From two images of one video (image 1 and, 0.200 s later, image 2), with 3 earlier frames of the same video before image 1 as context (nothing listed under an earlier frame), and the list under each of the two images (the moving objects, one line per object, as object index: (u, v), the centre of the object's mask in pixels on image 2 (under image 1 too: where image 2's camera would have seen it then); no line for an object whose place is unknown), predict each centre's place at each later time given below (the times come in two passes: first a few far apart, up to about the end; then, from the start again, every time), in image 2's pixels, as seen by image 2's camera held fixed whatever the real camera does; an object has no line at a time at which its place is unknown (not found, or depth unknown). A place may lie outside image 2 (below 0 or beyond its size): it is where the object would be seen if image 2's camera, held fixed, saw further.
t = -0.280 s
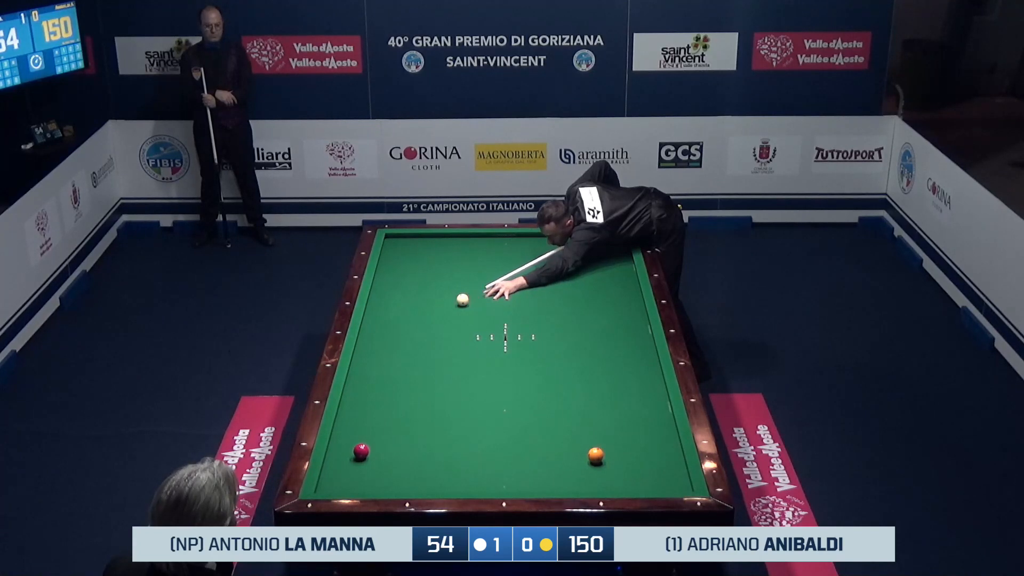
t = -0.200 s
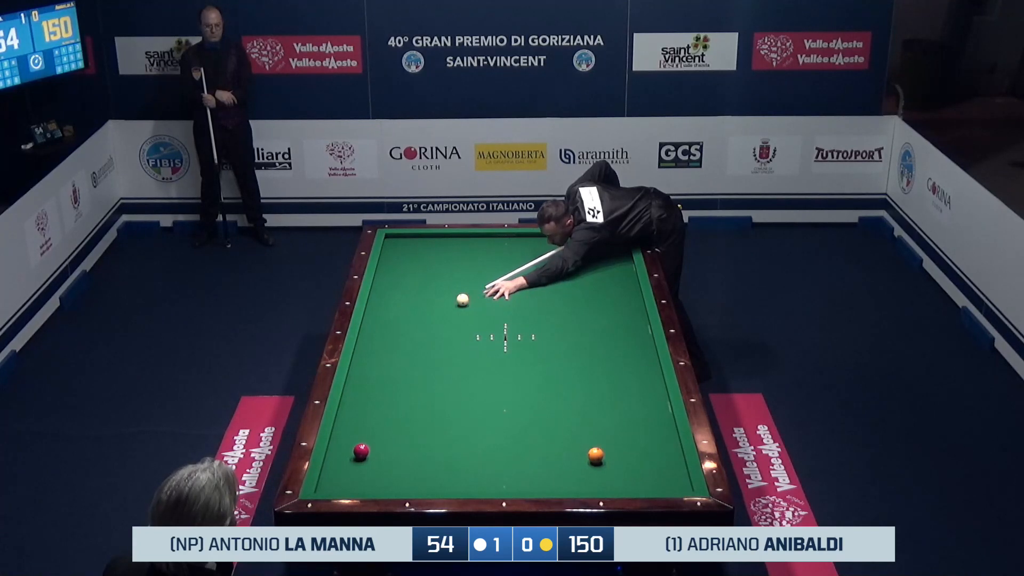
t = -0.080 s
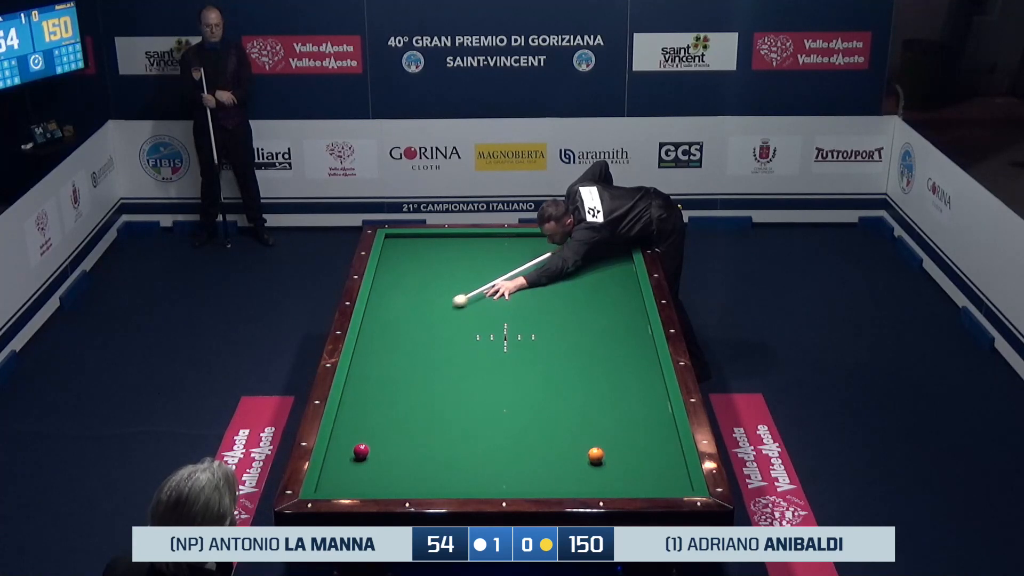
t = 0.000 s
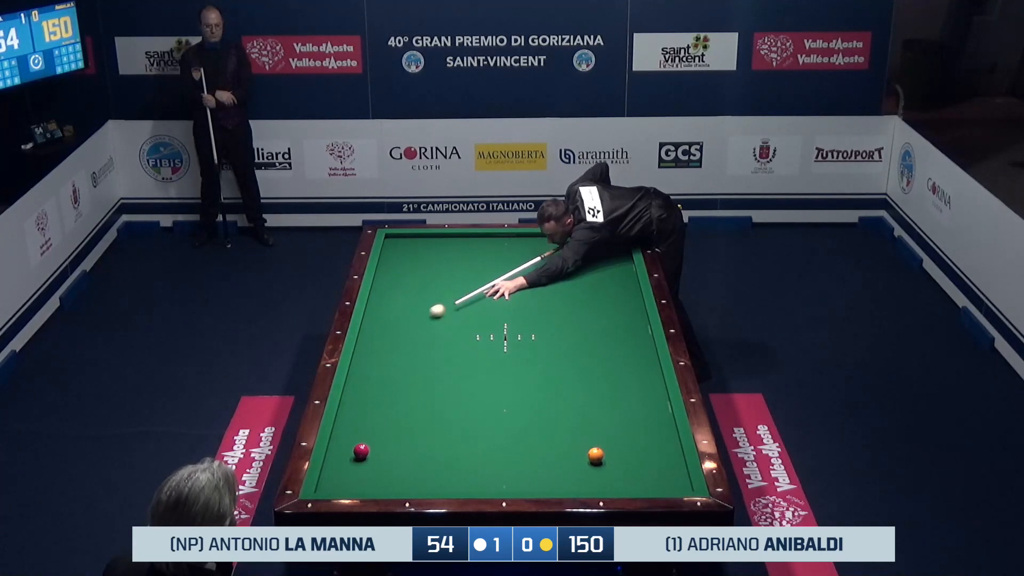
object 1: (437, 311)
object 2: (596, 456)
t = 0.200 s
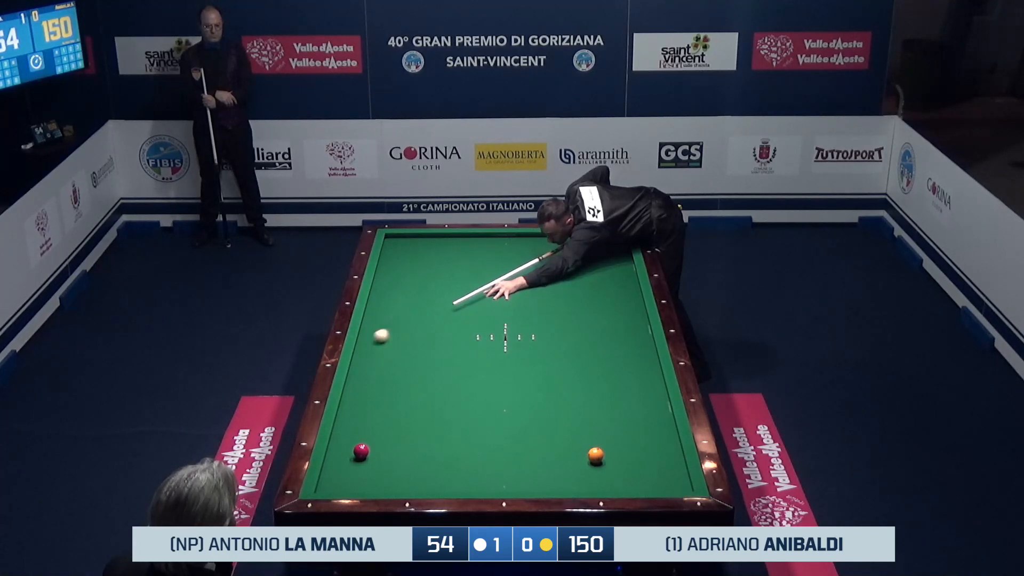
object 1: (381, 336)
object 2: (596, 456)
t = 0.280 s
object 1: (362, 347)
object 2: (596, 456)
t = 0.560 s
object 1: (407, 380)
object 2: (596, 456)
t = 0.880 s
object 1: (454, 424)
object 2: (596, 456)
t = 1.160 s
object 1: (500, 468)
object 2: (596, 456)
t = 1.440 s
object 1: (555, 472)
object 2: (596, 456)
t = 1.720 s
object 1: (580, 453)
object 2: (625, 449)
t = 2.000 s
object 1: (586, 438)
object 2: (665, 441)
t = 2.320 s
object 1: (591, 424)
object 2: (649, 435)
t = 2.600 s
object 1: (595, 412)
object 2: (626, 431)
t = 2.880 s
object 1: (600, 401)
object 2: (604, 426)
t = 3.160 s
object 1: (603, 391)
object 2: (583, 422)
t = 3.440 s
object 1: (607, 381)
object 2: (563, 419)
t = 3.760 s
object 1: (611, 371)
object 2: (542, 415)
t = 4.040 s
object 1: (614, 362)
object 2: (524, 411)
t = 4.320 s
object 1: (617, 354)
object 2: (507, 408)
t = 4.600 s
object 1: (620, 347)
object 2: (491, 405)
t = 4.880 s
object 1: (622, 340)
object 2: (476, 402)
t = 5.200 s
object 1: (625, 333)
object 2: (459, 399)
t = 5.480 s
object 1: (627, 327)
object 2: (446, 396)
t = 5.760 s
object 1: (629, 322)
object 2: (433, 394)
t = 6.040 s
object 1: (631, 317)
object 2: (422, 392)
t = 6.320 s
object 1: (633, 312)
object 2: (410, 389)
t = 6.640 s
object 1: (634, 307)
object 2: (399, 387)
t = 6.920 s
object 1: (636, 303)
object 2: (390, 385)
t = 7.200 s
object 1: (637, 299)
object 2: (381, 383)
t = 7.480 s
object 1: (636, 296)
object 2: (373, 382)
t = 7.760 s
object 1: (634, 292)
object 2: (366, 380)
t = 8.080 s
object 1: (631, 289)
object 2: (358, 379)
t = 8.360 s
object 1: (629, 286)
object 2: (352, 378)
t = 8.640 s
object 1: (627, 283)
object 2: (356, 378)
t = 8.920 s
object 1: (625, 281)
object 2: (358, 377)
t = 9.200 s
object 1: (623, 279)
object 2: (360, 377)
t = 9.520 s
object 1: (621, 277)
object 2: (361, 377)
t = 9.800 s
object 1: (620, 276)
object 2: (362, 377)
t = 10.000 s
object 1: (619, 275)
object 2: (362, 377)
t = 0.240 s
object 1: (370, 341)
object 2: (596, 456)
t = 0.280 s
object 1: (362, 347)
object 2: (596, 456)
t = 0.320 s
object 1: (370, 351)
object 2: (596, 456)
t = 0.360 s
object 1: (377, 356)
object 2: (596, 456)
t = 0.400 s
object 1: (384, 361)
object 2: (596, 456)
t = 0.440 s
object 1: (391, 366)
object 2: (596, 456)
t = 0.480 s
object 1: (396, 370)
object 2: (596, 456)
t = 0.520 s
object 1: (402, 375)
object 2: (596, 456)
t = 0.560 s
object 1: (407, 380)
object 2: (596, 456)
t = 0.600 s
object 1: (413, 386)
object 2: (596, 456)
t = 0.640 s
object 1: (418, 391)
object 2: (596, 456)
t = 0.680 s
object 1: (424, 396)
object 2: (596, 456)
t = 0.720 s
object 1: (430, 402)
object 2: (596, 456)
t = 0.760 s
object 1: (436, 407)
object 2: (596, 456)
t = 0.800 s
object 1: (442, 413)
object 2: (596, 456)
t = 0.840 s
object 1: (448, 418)
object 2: (596, 456)
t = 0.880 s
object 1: (454, 424)
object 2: (596, 456)
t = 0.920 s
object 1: (460, 430)
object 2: (596, 456)
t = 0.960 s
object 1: (466, 436)
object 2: (596, 456)
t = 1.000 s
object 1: (473, 442)
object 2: (596, 456)
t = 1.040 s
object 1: (479, 448)
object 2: (596, 456)
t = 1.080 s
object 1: (486, 455)
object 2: (596, 456)
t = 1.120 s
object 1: (492, 461)
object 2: (596, 456)
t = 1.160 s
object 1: (500, 468)
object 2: (596, 456)
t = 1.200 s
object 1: (507, 475)
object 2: (596, 456)
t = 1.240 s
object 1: (514, 482)
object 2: (596, 456)
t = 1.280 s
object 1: (521, 485)
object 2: (596, 456)
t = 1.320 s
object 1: (530, 485)
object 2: (596, 456)
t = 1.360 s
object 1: (538, 482)
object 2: (596, 456)
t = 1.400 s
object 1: (547, 477)
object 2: (596, 456)
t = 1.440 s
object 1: (555, 472)
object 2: (596, 456)
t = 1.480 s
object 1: (563, 468)
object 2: (596, 456)
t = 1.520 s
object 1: (571, 464)
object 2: (596, 456)
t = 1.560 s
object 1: (579, 461)
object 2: (596, 456)
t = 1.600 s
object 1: (581, 459)
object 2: (602, 454)
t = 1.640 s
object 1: (580, 457)
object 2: (610, 453)
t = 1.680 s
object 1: (580, 455)
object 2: (618, 451)
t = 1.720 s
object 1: (580, 453)
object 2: (625, 449)
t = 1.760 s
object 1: (581, 451)
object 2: (631, 448)
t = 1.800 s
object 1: (582, 449)
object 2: (636, 447)
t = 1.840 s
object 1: (583, 446)
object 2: (642, 445)
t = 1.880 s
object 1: (584, 445)
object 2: (648, 444)
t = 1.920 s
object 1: (584, 442)
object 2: (654, 443)
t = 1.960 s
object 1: (585, 440)
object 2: (659, 442)
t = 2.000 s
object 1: (586, 438)
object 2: (665, 441)
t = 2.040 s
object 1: (586, 437)
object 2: (671, 440)
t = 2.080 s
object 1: (587, 435)
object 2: (671, 439)
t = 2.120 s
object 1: (588, 433)
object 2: (666, 438)
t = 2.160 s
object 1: (588, 431)
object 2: (662, 438)
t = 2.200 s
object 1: (589, 429)
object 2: (659, 437)
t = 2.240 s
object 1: (589, 428)
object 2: (655, 436)
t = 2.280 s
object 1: (590, 426)
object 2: (652, 436)
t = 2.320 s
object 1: (591, 424)
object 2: (649, 435)
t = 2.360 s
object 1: (591, 422)
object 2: (645, 434)
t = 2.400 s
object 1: (592, 421)
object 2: (642, 434)
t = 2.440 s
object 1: (593, 419)
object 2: (639, 433)
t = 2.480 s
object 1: (593, 417)
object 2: (635, 432)
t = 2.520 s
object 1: (594, 415)
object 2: (632, 432)
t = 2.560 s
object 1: (595, 414)
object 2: (629, 431)
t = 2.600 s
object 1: (595, 412)
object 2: (626, 431)
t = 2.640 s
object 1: (596, 410)
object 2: (622, 430)
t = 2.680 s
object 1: (596, 409)
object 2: (619, 429)
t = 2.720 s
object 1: (597, 407)
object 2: (616, 429)
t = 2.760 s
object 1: (598, 405)
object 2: (613, 428)
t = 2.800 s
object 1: (598, 404)
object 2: (610, 427)
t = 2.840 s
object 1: (599, 402)
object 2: (607, 427)
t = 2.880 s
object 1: (600, 401)
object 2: (604, 426)
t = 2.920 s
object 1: (600, 399)
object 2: (601, 426)
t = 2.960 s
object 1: (600, 398)
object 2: (597, 425)
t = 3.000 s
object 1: (601, 396)
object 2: (595, 425)
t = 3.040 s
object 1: (602, 395)
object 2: (592, 424)
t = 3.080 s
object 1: (602, 393)
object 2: (589, 423)
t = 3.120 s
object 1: (603, 392)
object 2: (586, 423)
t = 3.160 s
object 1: (603, 391)
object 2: (583, 422)
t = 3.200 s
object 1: (604, 389)
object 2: (580, 422)
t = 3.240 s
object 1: (604, 388)
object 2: (577, 421)
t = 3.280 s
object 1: (605, 386)
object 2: (574, 421)
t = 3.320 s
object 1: (605, 385)
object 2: (572, 420)
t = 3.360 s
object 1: (606, 384)
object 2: (569, 420)
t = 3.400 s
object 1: (606, 382)
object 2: (566, 419)
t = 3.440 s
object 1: (607, 381)
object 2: (563, 419)
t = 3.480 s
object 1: (607, 379)
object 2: (560, 418)
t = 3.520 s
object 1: (608, 378)
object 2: (557, 418)
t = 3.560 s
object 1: (608, 377)
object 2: (555, 417)
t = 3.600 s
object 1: (609, 376)
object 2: (552, 417)
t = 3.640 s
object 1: (609, 374)
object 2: (550, 416)
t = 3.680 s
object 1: (610, 373)
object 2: (547, 416)
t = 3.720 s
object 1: (610, 372)
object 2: (544, 415)
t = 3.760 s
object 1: (611, 371)
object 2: (542, 415)
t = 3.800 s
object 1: (611, 369)
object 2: (539, 414)
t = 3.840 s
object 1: (612, 368)
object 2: (536, 414)
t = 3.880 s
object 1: (612, 367)
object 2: (534, 413)
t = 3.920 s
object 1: (613, 366)
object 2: (531, 413)
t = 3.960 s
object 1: (613, 364)
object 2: (529, 412)
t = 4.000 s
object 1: (613, 363)
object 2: (526, 412)
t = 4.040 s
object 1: (614, 362)
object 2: (524, 411)
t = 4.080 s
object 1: (614, 361)
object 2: (521, 411)
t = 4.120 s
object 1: (615, 360)
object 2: (519, 410)
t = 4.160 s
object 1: (615, 359)
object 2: (516, 410)
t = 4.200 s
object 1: (615, 358)
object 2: (514, 409)
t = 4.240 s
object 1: (616, 357)
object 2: (511, 409)
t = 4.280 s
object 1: (616, 355)
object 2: (509, 408)
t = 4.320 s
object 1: (617, 354)
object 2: (507, 408)
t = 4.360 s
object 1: (617, 353)
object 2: (505, 407)
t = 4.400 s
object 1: (618, 352)
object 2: (502, 407)
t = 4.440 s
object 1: (618, 351)
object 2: (500, 407)
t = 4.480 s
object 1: (618, 350)
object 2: (498, 406)
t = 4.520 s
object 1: (619, 349)
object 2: (495, 406)
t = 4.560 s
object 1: (619, 348)
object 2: (493, 405)
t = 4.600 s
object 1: (620, 347)
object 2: (491, 405)
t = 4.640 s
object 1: (620, 346)
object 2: (488, 405)
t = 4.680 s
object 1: (620, 345)
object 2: (487, 404)
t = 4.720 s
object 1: (621, 344)
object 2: (484, 404)
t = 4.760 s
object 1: (621, 343)
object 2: (482, 403)
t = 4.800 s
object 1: (621, 342)
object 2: (480, 403)
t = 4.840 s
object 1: (622, 341)
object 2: (478, 402)
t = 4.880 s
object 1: (622, 340)
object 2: (476, 402)
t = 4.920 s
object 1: (622, 339)
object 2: (473, 402)
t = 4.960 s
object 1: (623, 339)
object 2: (471, 401)
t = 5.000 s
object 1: (623, 337)
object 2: (469, 401)
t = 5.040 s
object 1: (623, 336)
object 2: (467, 400)
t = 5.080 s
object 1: (624, 336)
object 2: (465, 400)
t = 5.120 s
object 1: (624, 335)
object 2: (463, 400)
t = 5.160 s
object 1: (624, 334)
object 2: (461, 399)
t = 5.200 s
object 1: (625, 333)
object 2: (459, 399)
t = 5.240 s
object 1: (625, 332)
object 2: (457, 399)
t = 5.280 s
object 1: (625, 331)
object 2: (455, 398)
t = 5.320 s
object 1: (626, 331)
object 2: (453, 398)
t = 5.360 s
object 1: (626, 330)
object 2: (451, 397)
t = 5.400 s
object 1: (626, 329)
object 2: (450, 397)
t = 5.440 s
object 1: (627, 328)
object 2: (448, 397)
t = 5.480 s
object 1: (627, 327)
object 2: (446, 396)
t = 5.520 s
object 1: (627, 326)
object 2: (444, 396)
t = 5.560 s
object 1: (628, 326)
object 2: (442, 396)
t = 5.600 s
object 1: (628, 325)
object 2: (440, 395)
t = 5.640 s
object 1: (628, 324)
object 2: (439, 395)
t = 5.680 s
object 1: (628, 323)
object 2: (437, 395)
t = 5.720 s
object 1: (629, 323)
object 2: (435, 394)
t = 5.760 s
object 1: (629, 322)
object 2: (433, 394)
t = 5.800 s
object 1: (629, 321)
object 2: (431, 394)
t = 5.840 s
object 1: (630, 320)
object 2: (430, 393)
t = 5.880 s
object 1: (630, 320)
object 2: (428, 393)
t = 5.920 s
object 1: (630, 319)
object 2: (426, 392)
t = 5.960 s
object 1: (630, 318)
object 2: (425, 392)
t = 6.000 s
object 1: (631, 317)
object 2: (423, 392)
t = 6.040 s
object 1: (631, 317)
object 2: (422, 392)
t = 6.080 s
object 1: (631, 316)
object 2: (420, 391)
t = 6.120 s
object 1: (631, 315)
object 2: (418, 391)
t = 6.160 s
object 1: (632, 315)
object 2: (417, 391)
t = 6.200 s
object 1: (632, 314)
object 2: (415, 390)
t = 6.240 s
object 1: (632, 313)
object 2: (413, 390)
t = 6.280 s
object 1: (632, 313)
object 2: (412, 390)
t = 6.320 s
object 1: (633, 312)
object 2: (410, 389)
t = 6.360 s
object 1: (633, 311)
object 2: (409, 389)
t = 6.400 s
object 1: (633, 311)
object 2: (408, 389)
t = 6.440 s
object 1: (633, 310)
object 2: (406, 389)
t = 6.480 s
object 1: (633, 309)
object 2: (405, 388)
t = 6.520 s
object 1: (634, 309)
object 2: (403, 388)
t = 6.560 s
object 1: (634, 308)
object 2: (402, 388)
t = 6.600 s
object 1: (634, 308)
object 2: (400, 387)
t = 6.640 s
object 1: (634, 307)
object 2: (399, 387)
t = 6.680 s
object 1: (634, 306)
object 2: (398, 387)
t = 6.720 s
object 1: (635, 306)
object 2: (396, 386)
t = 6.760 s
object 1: (635, 305)
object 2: (395, 386)
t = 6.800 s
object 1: (635, 305)
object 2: (394, 386)
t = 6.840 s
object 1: (636, 304)
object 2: (392, 386)
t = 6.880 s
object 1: (636, 304)
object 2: (391, 385)
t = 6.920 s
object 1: (636, 303)
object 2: (390, 385)
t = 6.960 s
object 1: (636, 303)
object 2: (388, 385)
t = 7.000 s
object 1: (636, 302)
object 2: (387, 385)
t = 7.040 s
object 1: (636, 301)
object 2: (386, 384)
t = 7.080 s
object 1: (637, 301)
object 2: (385, 384)
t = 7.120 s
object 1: (637, 300)
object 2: (383, 384)
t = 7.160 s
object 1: (637, 300)
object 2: (382, 383)
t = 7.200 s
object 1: (637, 299)
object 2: (381, 383)
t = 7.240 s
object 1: (637, 299)
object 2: (380, 383)
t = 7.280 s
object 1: (637, 298)
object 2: (379, 383)
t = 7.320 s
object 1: (637, 298)
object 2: (378, 382)
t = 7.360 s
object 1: (637, 297)
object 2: (376, 382)
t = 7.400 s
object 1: (637, 297)
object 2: (375, 382)
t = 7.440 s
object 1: (636, 296)
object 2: (374, 382)
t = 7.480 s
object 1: (636, 296)
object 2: (373, 382)
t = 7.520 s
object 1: (636, 295)
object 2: (372, 381)
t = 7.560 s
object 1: (635, 295)
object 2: (371, 381)
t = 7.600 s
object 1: (635, 294)
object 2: (370, 381)
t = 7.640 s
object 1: (635, 294)
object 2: (369, 381)
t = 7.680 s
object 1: (634, 293)
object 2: (368, 381)
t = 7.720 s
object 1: (634, 293)
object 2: (367, 381)
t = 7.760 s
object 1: (634, 292)
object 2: (366, 380)
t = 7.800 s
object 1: (633, 292)
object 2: (365, 380)
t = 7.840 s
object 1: (633, 291)
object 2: (364, 380)
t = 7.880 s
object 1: (633, 291)
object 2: (363, 380)
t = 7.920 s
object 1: (632, 290)
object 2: (362, 380)
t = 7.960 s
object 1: (632, 290)
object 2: (361, 379)
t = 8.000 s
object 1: (632, 289)
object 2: (360, 379)
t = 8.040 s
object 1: (631, 289)
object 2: (359, 379)
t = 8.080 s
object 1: (631, 289)
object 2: (358, 379)
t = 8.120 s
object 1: (630, 288)
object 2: (357, 379)
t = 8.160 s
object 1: (630, 288)
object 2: (357, 379)
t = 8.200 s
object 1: (630, 287)
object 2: (356, 379)
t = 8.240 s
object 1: (630, 287)
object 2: (355, 379)
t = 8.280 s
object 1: (629, 287)
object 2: (354, 379)
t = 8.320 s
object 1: (629, 286)
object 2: (353, 378)
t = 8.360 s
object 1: (629, 286)
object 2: (352, 378)
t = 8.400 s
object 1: (628, 285)
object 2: (353, 378)
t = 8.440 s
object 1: (628, 285)
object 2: (353, 378)
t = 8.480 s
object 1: (628, 285)
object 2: (354, 378)
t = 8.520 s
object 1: (627, 284)
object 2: (354, 378)
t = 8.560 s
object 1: (627, 284)
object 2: (355, 378)
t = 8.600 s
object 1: (627, 284)
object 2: (355, 378)
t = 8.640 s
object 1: (627, 283)
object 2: (356, 378)
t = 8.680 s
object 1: (626, 283)
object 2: (356, 378)
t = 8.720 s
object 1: (626, 283)
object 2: (357, 378)
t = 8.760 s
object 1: (626, 282)
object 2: (357, 378)
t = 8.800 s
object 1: (625, 282)
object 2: (357, 378)
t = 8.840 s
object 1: (625, 282)
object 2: (358, 377)
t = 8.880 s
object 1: (625, 281)
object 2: (358, 377)
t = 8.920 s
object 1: (625, 281)
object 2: (358, 377)
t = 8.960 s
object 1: (624, 281)
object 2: (359, 377)
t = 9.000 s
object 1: (624, 281)
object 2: (359, 377)
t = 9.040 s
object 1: (624, 280)
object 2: (359, 377)
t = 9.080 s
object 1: (624, 280)
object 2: (360, 377)
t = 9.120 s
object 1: (624, 280)
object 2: (360, 377)
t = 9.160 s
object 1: (623, 279)
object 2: (360, 377)
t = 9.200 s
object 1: (623, 279)
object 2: (360, 377)
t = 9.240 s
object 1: (623, 279)
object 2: (360, 377)
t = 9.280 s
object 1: (623, 279)
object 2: (361, 377)
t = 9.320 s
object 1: (622, 279)
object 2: (361, 377)
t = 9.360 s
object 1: (622, 278)
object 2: (361, 377)
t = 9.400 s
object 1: (622, 278)
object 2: (361, 377)
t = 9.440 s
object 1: (622, 278)
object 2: (361, 377)
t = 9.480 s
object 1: (622, 278)
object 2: (361, 377)
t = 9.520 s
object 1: (621, 277)
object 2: (361, 377)
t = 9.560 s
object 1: (621, 277)
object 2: (361, 377)
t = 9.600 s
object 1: (621, 277)
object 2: (361, 377)
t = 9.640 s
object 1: (621, 277)
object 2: (361, 377)
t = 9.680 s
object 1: (620, 277)
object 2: (361, 377)
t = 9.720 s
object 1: (620, 276)
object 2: (362, 377)
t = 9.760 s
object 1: (620, 276)
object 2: (362, 377)
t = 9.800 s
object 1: (620, 276)
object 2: (362, 377)
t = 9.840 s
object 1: (620, 276)
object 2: (362, 377)
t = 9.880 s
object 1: (619, 276)
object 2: (362, 377)
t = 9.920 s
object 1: (619, 275)
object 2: (362, 377)
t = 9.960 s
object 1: (619, 275)
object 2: (362, 377)
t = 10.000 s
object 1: (619, 275)
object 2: (362, 377)
